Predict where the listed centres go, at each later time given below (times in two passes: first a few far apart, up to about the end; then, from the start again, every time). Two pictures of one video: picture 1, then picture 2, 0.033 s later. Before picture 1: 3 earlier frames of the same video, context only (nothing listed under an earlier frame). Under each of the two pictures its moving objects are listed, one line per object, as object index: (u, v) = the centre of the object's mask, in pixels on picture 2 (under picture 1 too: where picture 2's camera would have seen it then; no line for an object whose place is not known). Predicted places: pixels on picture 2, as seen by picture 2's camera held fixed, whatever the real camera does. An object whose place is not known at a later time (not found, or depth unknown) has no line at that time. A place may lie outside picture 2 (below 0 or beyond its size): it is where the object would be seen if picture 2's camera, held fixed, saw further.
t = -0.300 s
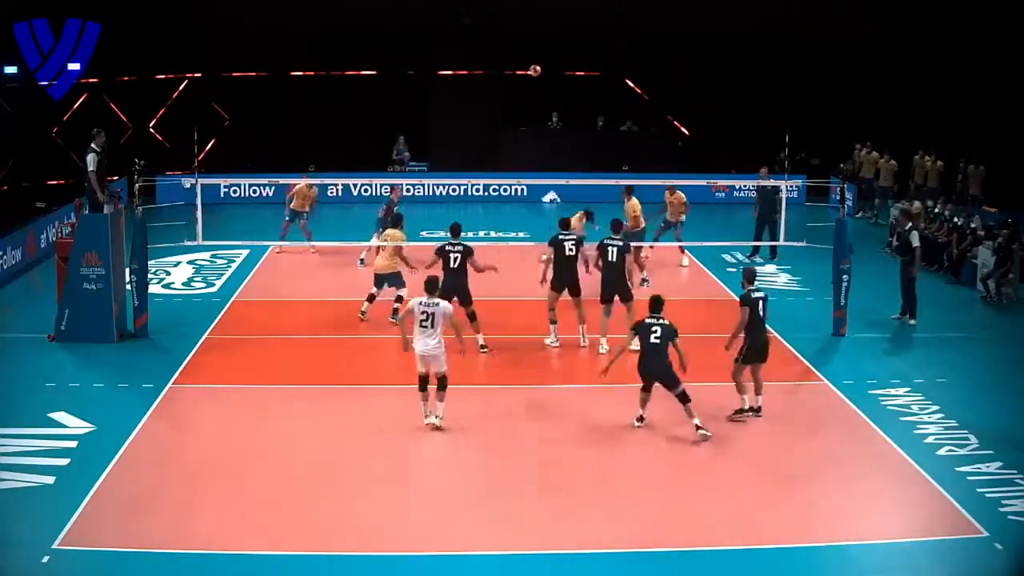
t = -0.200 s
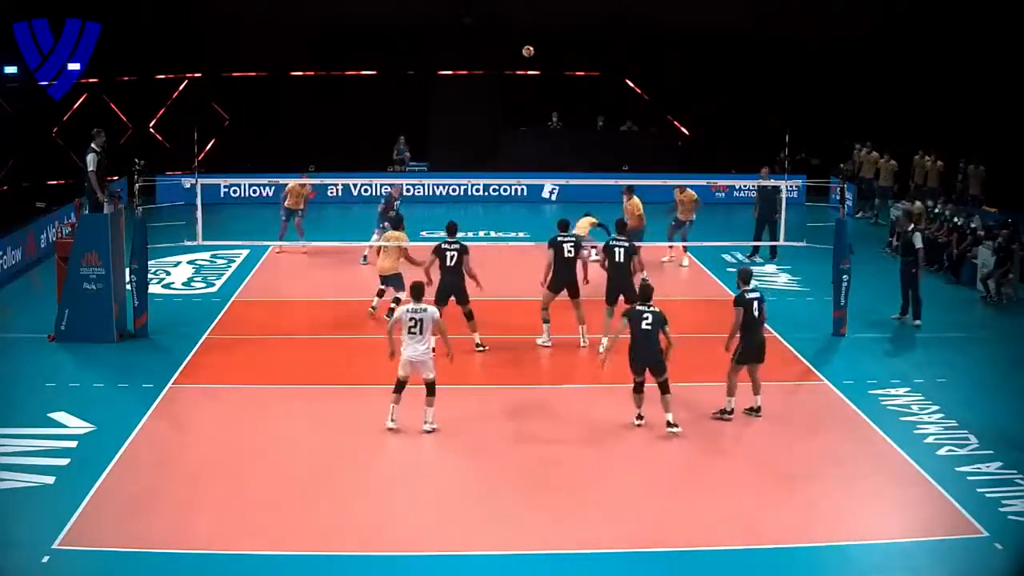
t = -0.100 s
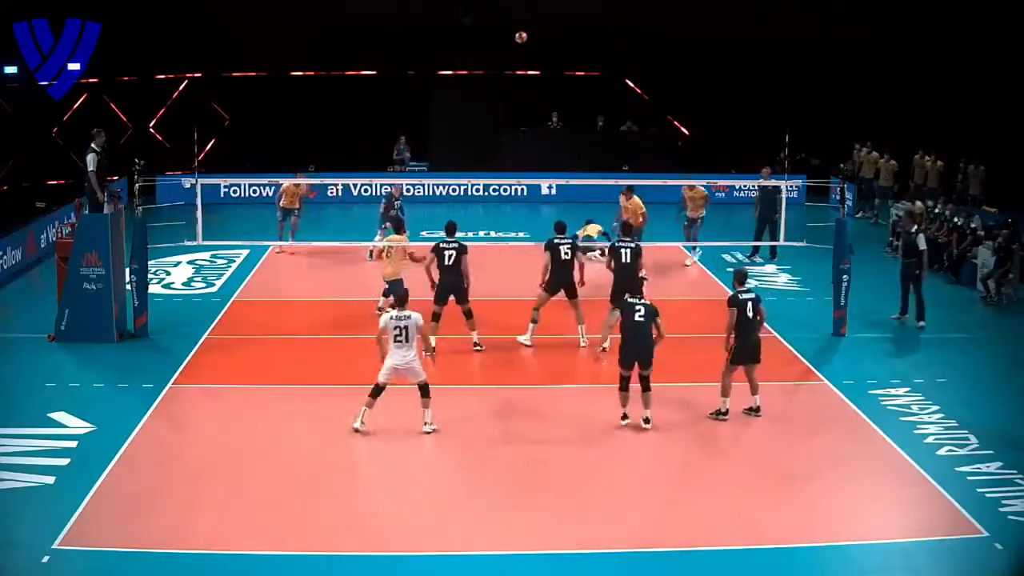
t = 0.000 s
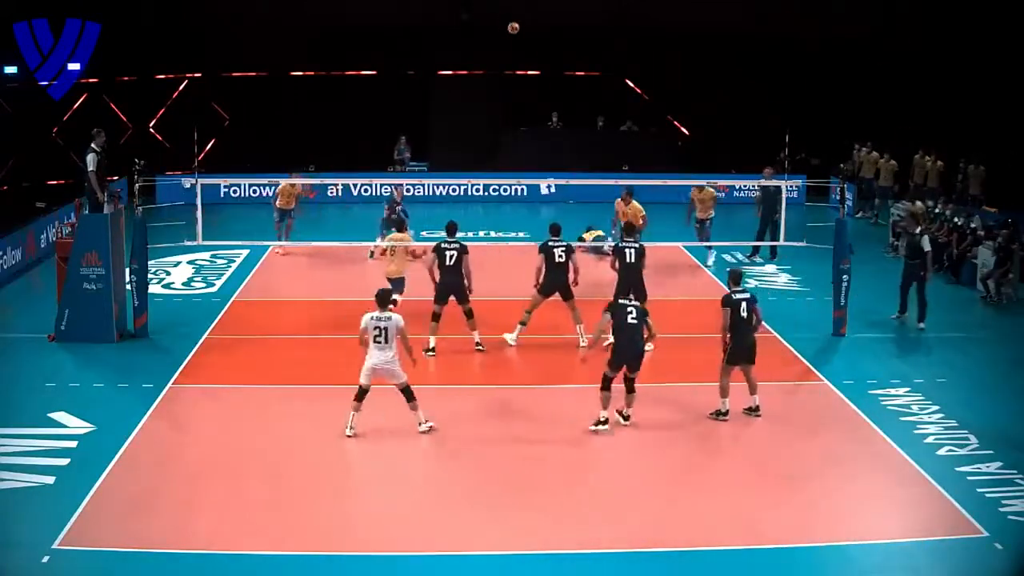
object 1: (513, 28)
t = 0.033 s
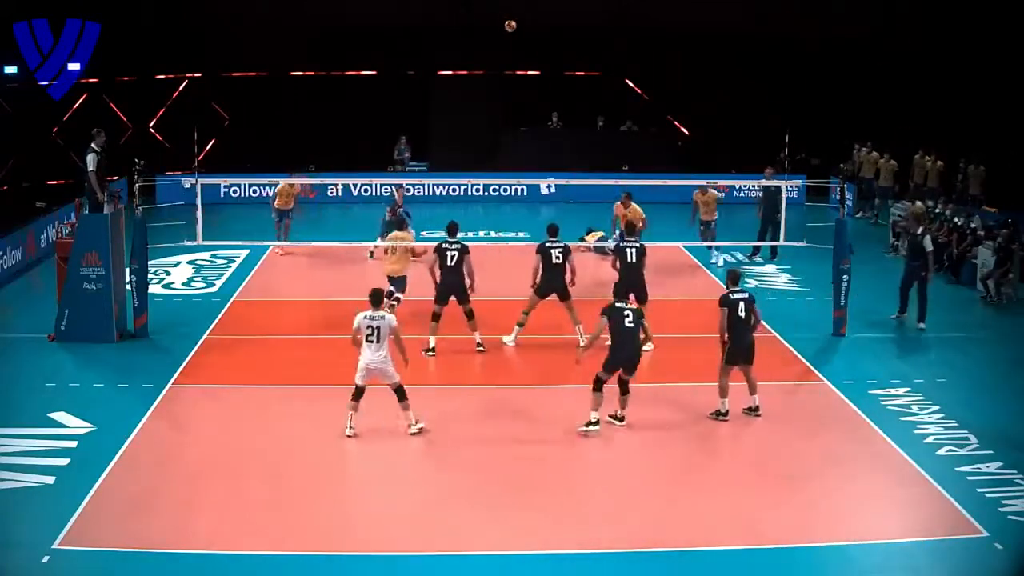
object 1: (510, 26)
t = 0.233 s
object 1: (494, 28)
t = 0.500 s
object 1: (473, 62)
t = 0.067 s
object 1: (509, 25)
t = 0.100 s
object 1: (505, 24)
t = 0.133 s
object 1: (502, 24)
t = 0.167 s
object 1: (501, 24)
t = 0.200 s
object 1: (497, 25)
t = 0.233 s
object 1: (494, 28)
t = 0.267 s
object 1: (493, 29)
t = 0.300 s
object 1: (489, 32)
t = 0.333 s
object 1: (486, 36)
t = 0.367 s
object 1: (484, 39)
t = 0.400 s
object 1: (481, 45)
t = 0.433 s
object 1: (478, 51)
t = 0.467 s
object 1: (476, 55)
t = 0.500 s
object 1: (473, 62)
